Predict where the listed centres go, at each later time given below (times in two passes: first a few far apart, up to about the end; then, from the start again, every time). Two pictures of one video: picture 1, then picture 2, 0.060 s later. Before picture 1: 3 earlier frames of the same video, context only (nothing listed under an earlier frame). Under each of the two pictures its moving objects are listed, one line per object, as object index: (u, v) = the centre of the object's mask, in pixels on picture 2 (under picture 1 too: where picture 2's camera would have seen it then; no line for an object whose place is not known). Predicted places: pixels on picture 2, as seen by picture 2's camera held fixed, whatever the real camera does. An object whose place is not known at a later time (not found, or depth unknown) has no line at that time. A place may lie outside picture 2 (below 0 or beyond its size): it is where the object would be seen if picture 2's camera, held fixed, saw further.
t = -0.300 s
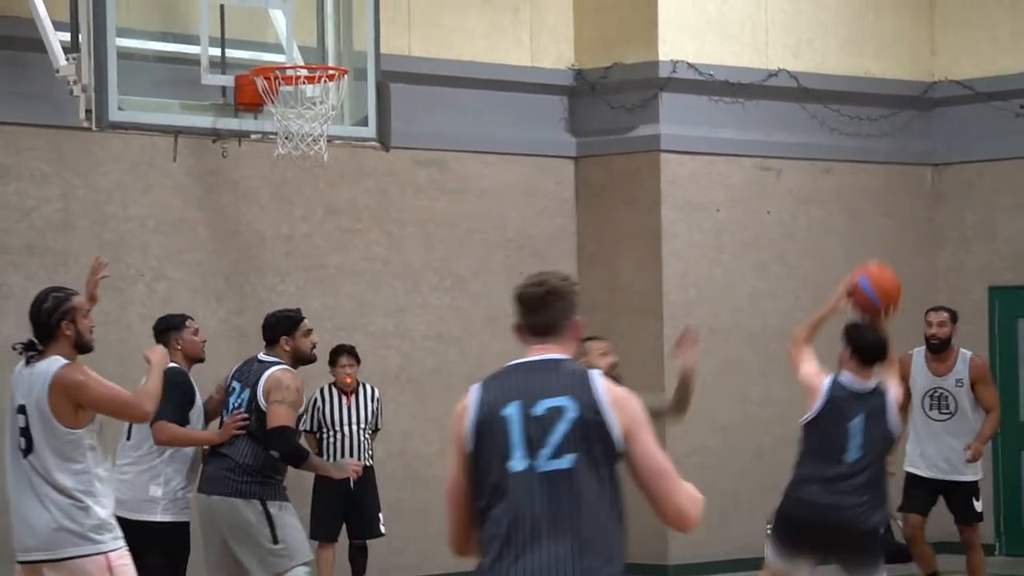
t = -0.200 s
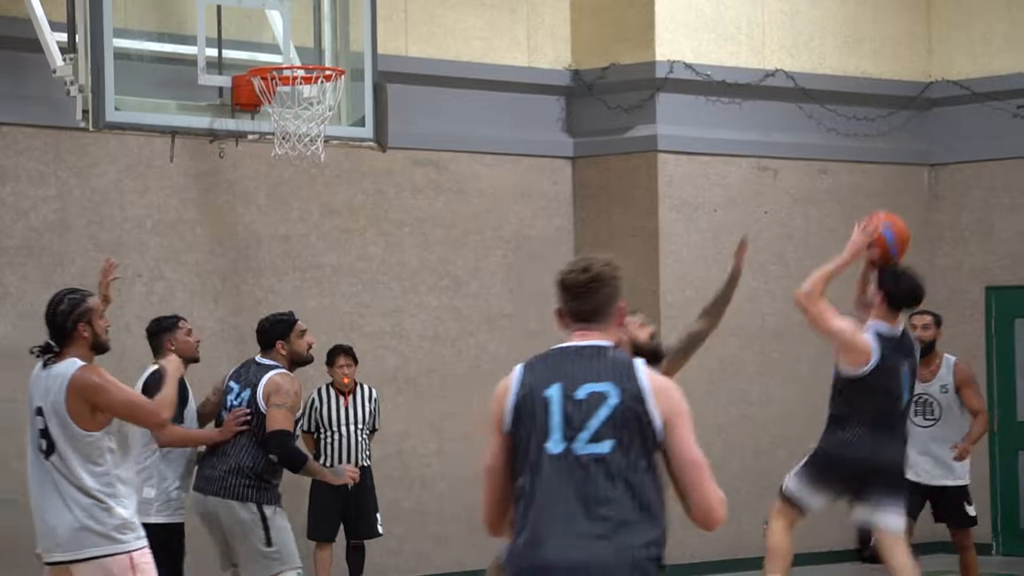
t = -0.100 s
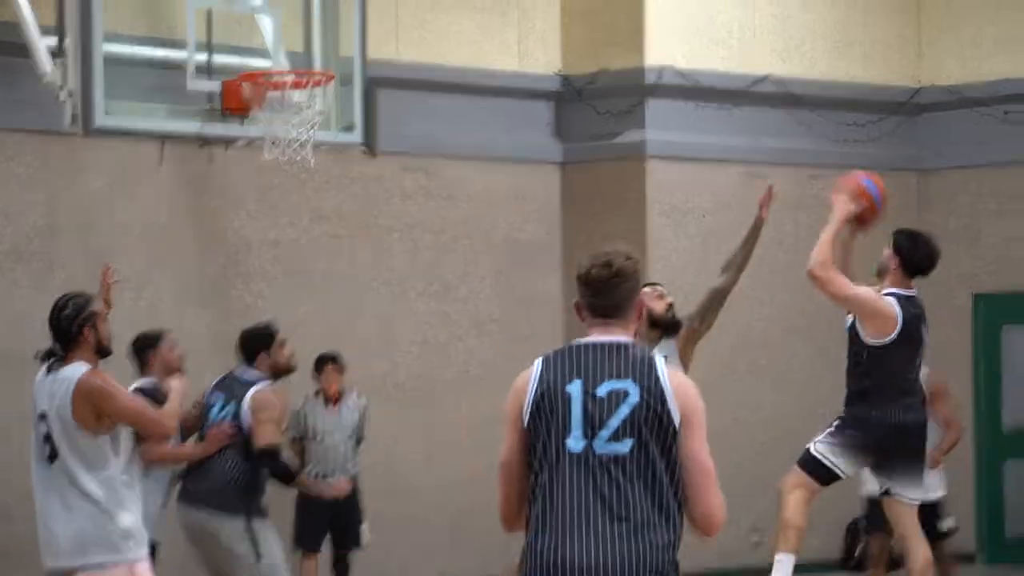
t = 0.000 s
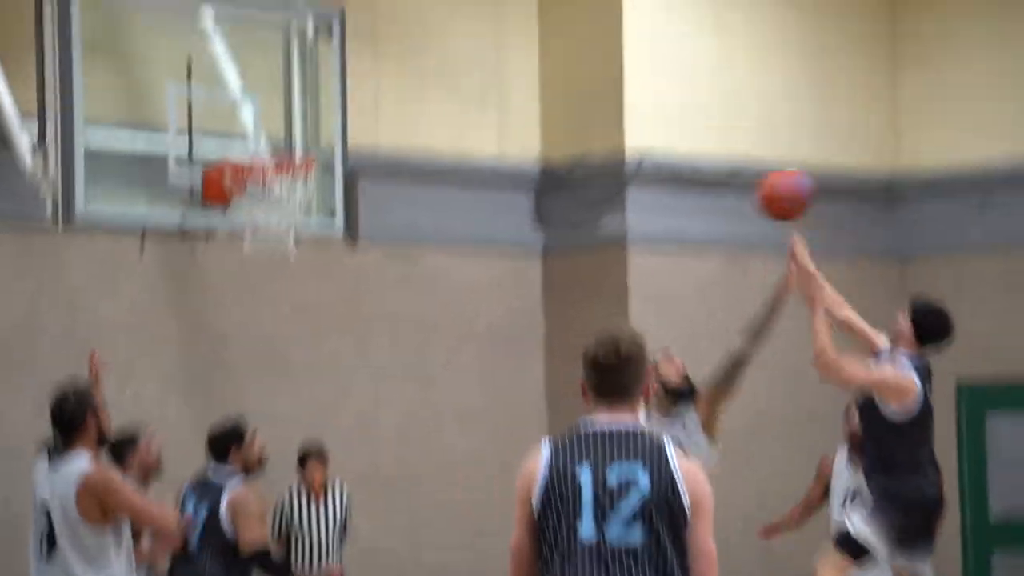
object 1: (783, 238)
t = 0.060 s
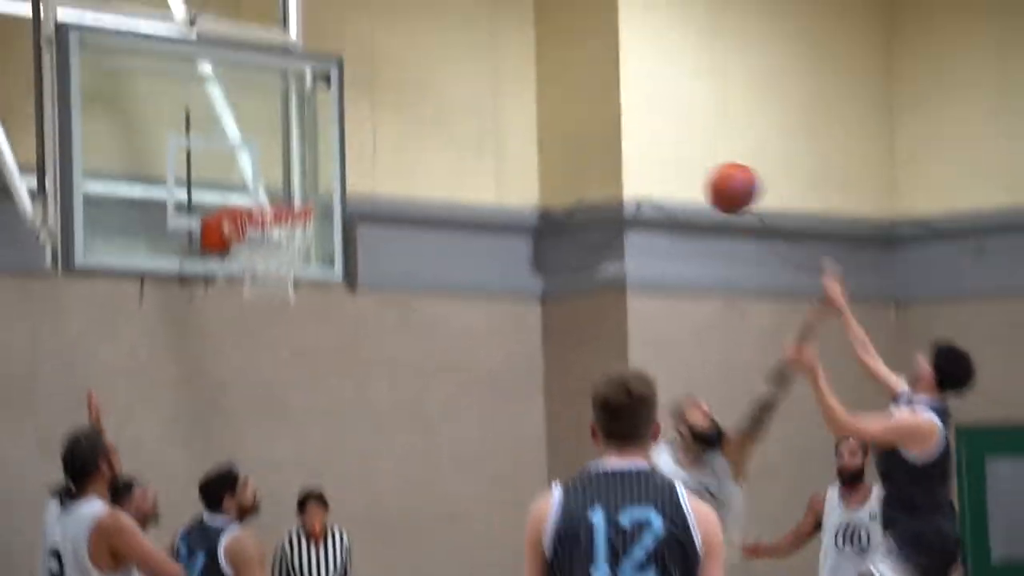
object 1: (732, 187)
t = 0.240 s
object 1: (594, 86)
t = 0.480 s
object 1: (429, 56)
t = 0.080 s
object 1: (716, 172)
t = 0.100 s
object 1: (700, 159)
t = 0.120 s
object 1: (683, 145)
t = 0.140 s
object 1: (668, 133)
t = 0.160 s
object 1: (653, 122)
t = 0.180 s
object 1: (637, 112)
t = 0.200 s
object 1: (622, 102)
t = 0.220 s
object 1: (608, 94)
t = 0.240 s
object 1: (594, 86)
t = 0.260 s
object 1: (579, 79)
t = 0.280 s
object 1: (565, 73)
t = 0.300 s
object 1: (551, 68)
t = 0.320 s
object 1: (537, 64)
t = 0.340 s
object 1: (523, 60)
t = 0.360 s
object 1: (509, 58)
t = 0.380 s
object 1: (495, 56)
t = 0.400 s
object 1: (481, 54)
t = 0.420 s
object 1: (468, 54)
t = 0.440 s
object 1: (455, 54)
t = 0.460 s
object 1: (442, 55)
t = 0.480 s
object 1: (429, 56)
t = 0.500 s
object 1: (416, 59)
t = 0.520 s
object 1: (403, 62)
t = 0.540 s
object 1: (389, 66)
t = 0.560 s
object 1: (377, 71)
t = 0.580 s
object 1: (364, 77)
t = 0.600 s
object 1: (350, 83)
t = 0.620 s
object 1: (337, 90)
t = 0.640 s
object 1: (324, 97)
